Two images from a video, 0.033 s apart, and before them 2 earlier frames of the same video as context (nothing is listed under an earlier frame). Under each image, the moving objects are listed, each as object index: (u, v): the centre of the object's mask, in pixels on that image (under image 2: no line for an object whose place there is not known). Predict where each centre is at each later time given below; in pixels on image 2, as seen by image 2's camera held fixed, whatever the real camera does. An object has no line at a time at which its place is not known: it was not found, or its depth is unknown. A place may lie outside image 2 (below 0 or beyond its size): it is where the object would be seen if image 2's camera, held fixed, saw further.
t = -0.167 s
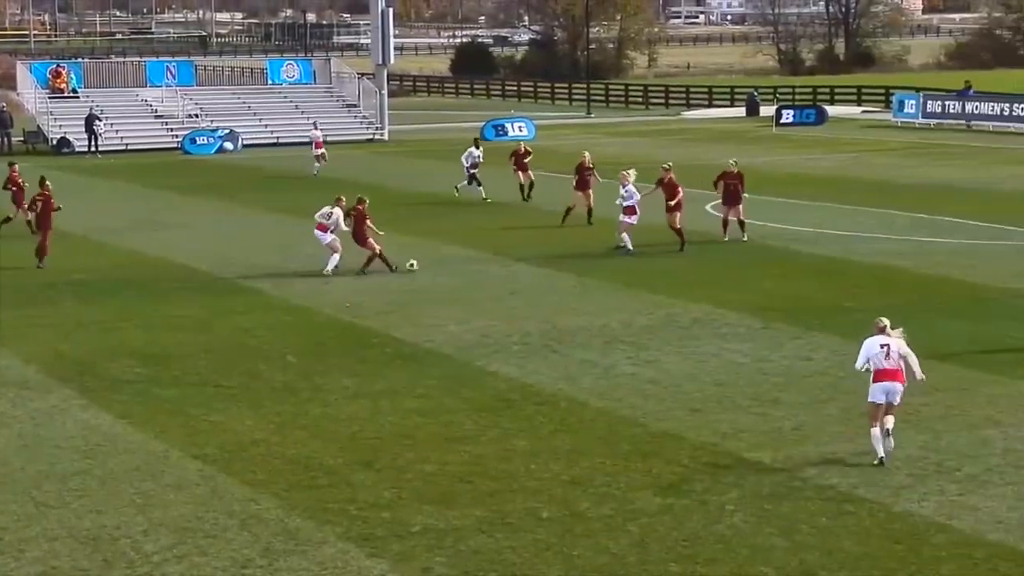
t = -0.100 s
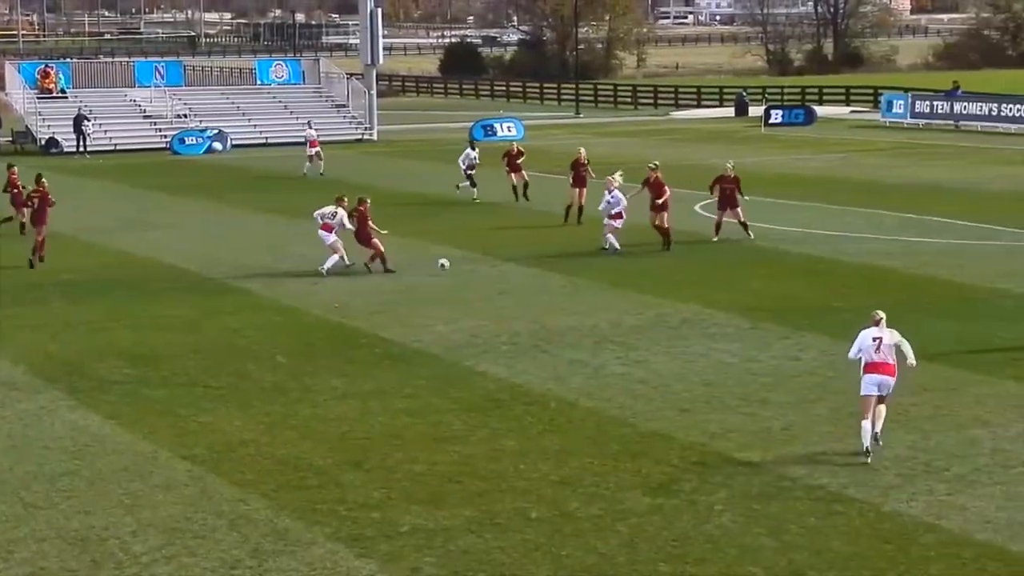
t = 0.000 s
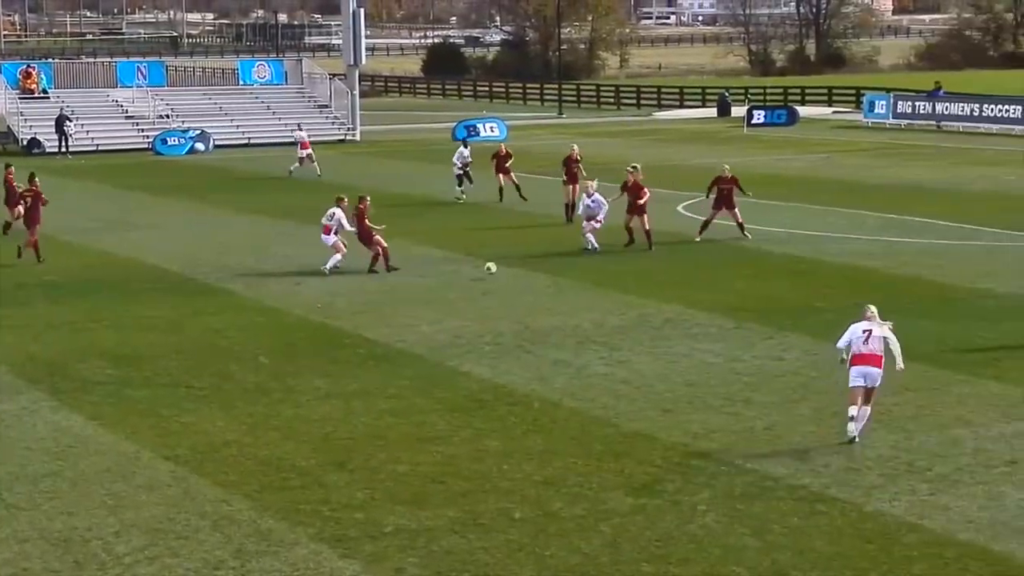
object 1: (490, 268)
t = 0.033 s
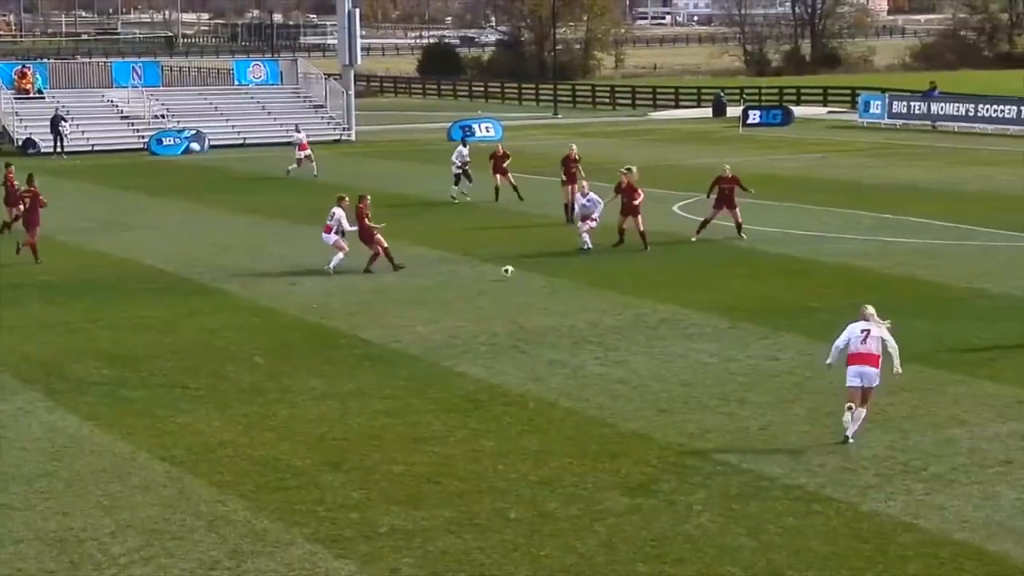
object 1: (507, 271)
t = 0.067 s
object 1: (529, 275)
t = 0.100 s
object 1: (549, 276)
